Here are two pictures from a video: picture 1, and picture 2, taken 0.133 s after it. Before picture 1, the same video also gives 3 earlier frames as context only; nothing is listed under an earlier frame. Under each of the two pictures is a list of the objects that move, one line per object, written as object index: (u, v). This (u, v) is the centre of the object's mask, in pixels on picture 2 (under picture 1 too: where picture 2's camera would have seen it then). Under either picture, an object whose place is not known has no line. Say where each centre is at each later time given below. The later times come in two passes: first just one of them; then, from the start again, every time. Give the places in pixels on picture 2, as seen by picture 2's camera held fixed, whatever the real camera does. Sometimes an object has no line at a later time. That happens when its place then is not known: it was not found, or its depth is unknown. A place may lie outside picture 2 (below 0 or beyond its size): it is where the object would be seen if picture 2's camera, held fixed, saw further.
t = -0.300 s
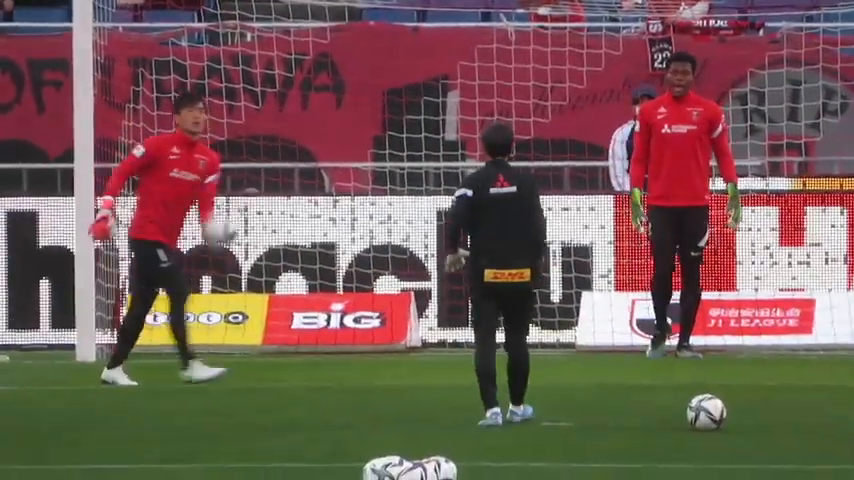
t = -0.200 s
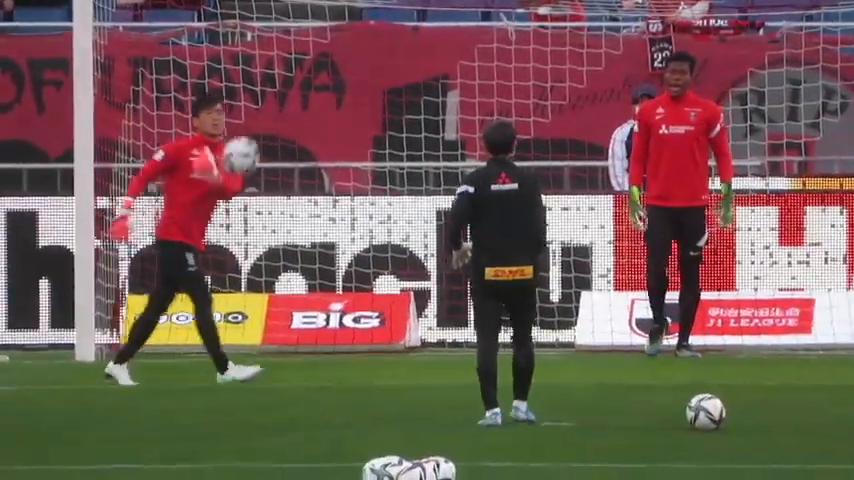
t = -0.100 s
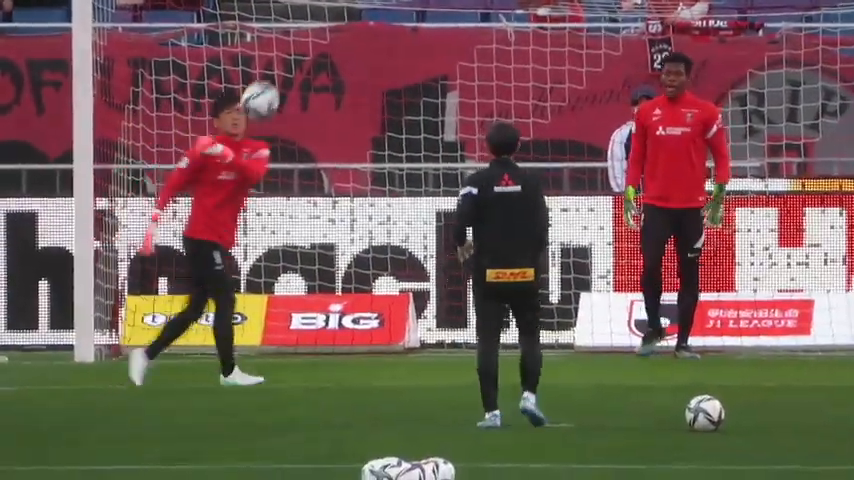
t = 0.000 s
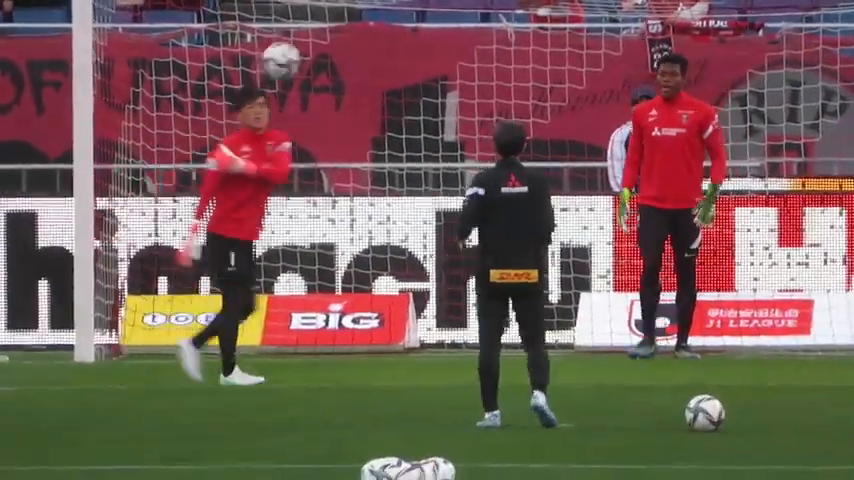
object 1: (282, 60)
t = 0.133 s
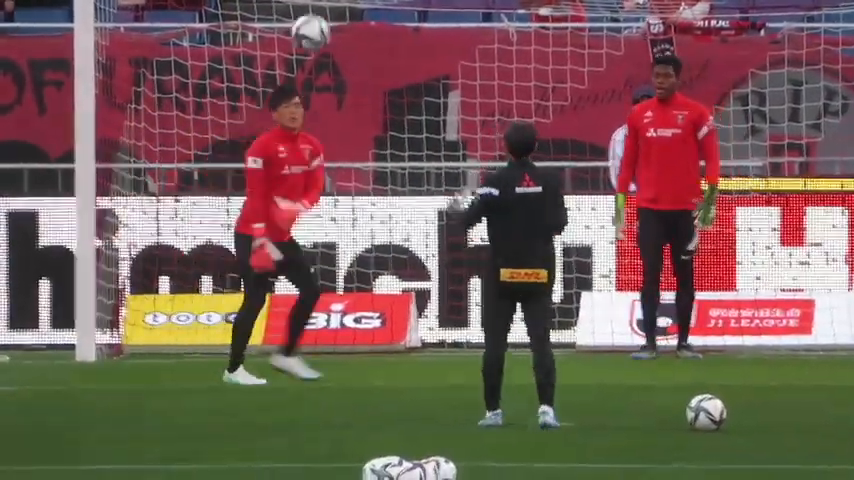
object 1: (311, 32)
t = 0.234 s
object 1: (333, 30)
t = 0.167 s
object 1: (318, 29)
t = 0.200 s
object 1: (325, 29)
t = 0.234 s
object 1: (333, 30)
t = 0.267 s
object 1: (340, 34)
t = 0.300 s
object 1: (347, 38)
